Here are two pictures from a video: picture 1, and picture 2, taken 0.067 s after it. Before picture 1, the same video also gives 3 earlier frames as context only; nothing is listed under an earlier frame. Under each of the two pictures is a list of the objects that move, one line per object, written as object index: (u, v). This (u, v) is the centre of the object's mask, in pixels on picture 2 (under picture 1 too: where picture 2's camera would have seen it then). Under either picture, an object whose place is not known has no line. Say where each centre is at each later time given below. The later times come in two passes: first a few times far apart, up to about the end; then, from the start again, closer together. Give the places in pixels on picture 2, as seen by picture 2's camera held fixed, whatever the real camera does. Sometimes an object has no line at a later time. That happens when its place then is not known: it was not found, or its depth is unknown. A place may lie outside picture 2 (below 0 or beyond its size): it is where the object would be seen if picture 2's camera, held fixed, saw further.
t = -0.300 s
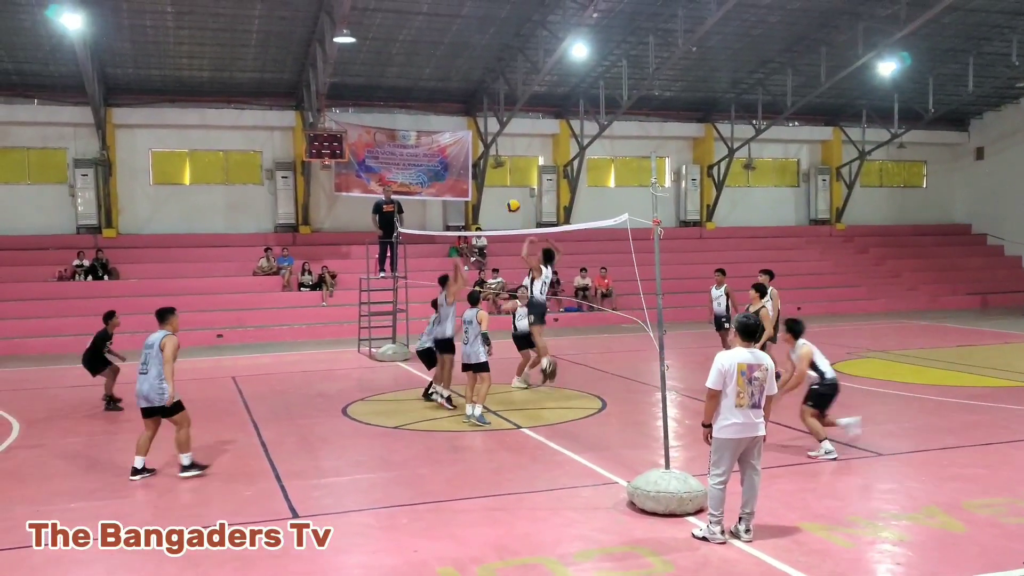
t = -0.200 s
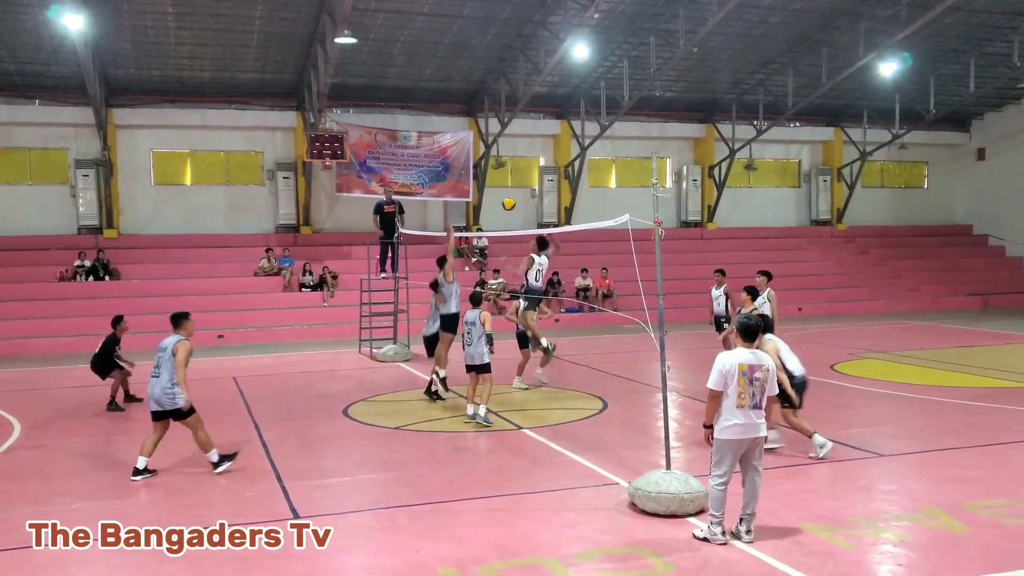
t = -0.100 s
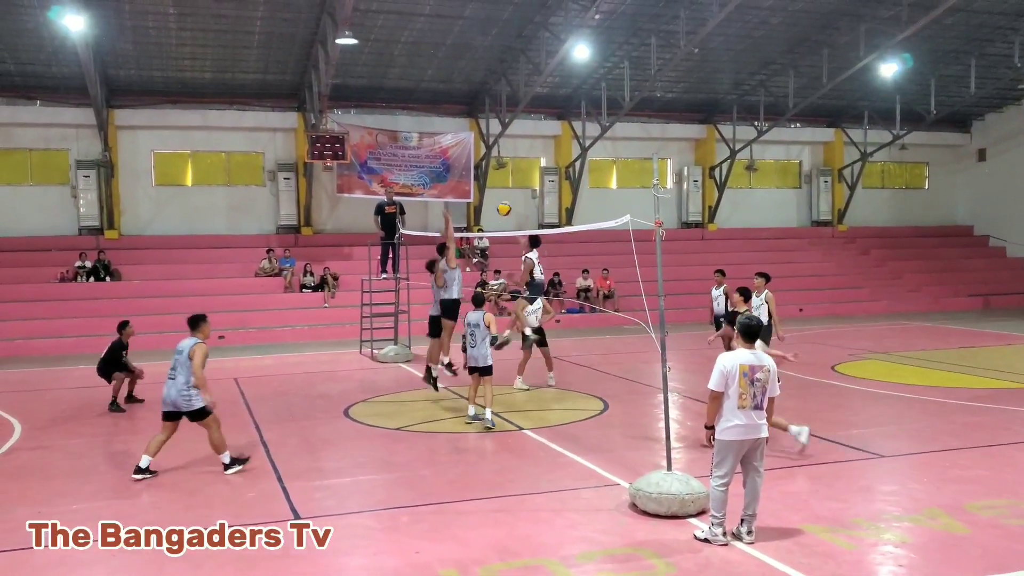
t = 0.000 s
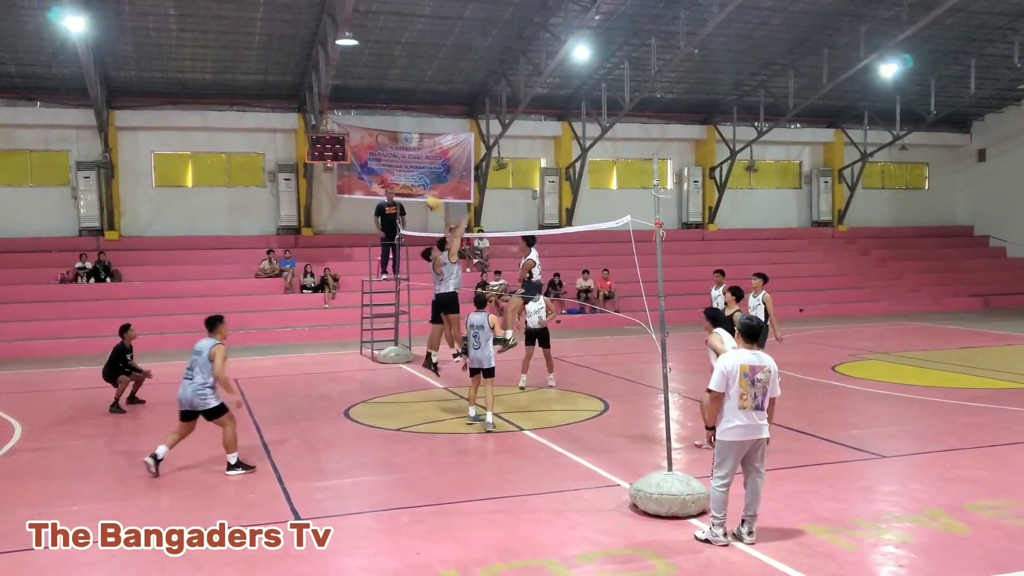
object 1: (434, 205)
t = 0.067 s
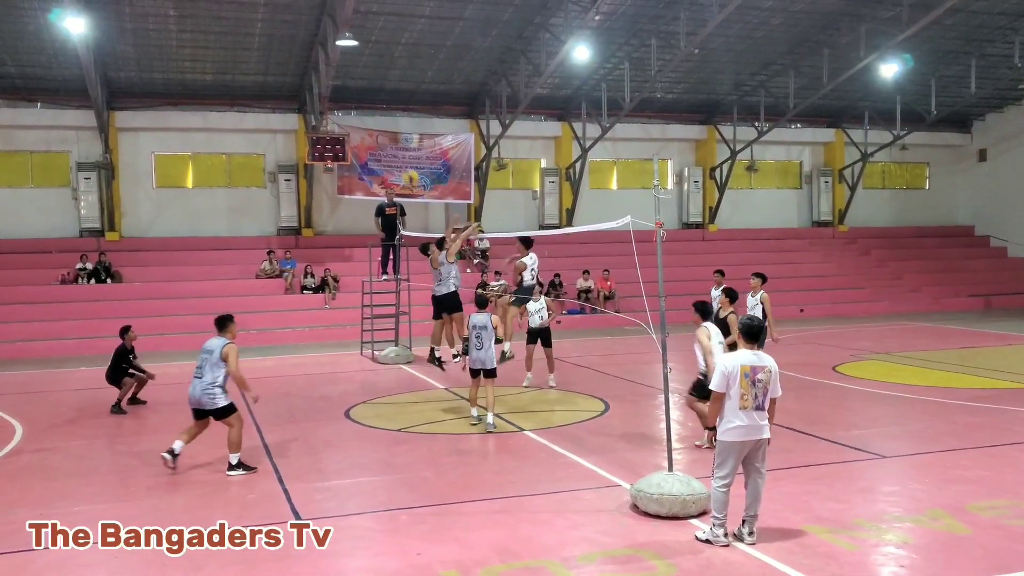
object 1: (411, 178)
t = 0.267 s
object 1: (339, 115)
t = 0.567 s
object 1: (232, 77)
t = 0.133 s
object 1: (386, 152)
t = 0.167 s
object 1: (375, 142)
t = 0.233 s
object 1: (351, 122)
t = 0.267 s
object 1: (339, 115)
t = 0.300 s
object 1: (326, 107)
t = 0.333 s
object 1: (314, 100)
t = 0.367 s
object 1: (302, 95)
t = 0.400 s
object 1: (290, 89)
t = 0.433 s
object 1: (277, 85)
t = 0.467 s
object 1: (264, 81)
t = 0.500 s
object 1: (253, 79)
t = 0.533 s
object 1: (242, 77)
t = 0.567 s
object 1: (232, 77)
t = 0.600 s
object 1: (222, 78)
